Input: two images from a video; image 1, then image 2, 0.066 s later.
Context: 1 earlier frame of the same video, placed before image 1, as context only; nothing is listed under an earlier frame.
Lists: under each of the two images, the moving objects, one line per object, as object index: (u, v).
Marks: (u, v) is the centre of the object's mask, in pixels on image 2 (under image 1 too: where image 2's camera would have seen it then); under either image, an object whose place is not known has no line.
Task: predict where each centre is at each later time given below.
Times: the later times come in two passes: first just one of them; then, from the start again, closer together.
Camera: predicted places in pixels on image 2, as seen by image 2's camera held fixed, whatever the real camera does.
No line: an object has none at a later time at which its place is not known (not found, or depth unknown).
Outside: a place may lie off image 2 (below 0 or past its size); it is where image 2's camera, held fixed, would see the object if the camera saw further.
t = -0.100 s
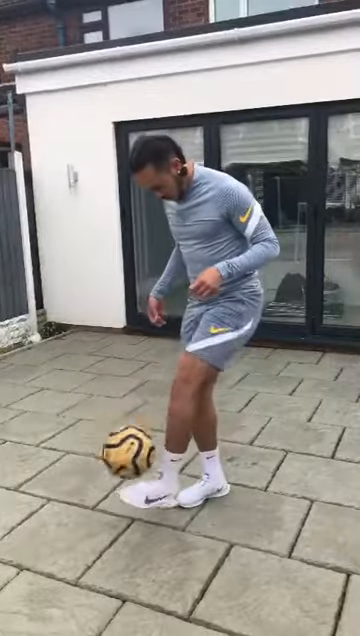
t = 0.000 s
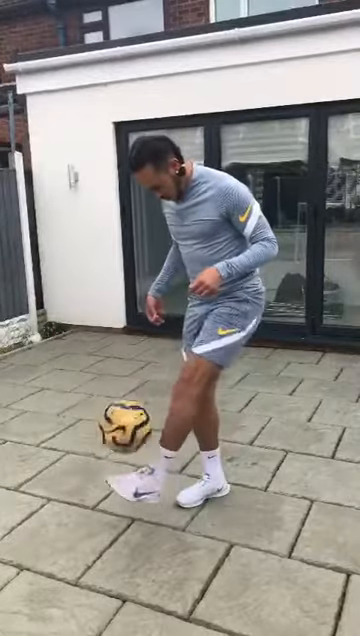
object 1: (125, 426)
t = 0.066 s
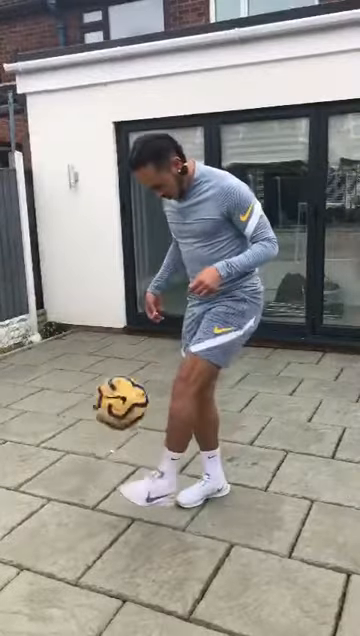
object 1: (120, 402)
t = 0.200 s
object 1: (123, 385)
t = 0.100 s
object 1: (117, 394)
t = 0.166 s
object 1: (125, 384)
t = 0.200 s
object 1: (123, 385)
